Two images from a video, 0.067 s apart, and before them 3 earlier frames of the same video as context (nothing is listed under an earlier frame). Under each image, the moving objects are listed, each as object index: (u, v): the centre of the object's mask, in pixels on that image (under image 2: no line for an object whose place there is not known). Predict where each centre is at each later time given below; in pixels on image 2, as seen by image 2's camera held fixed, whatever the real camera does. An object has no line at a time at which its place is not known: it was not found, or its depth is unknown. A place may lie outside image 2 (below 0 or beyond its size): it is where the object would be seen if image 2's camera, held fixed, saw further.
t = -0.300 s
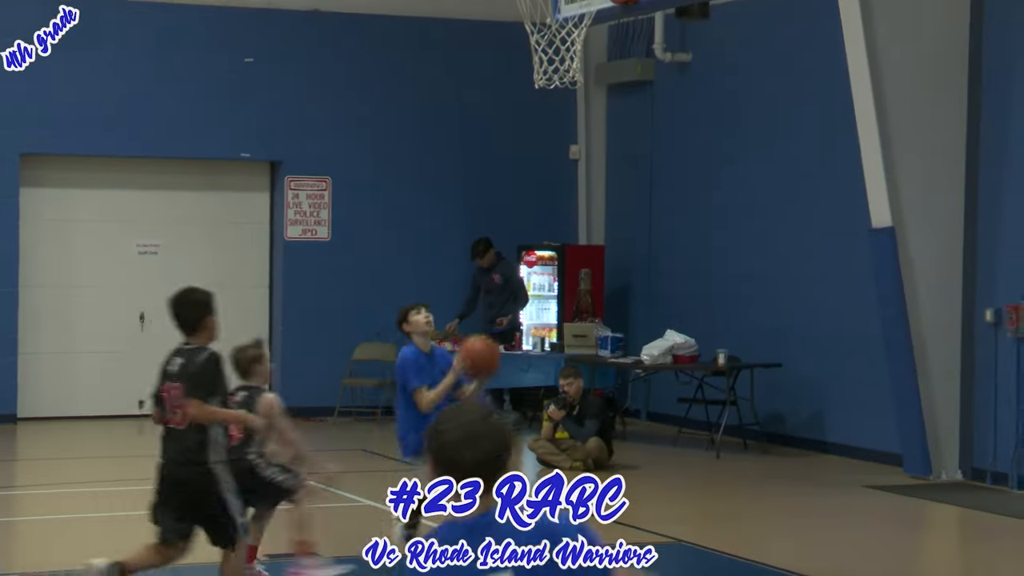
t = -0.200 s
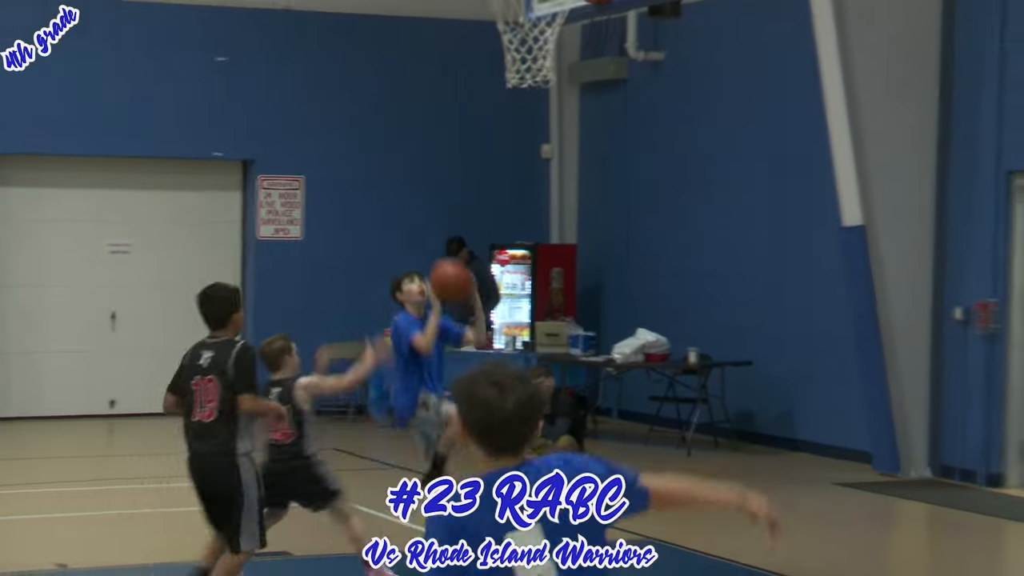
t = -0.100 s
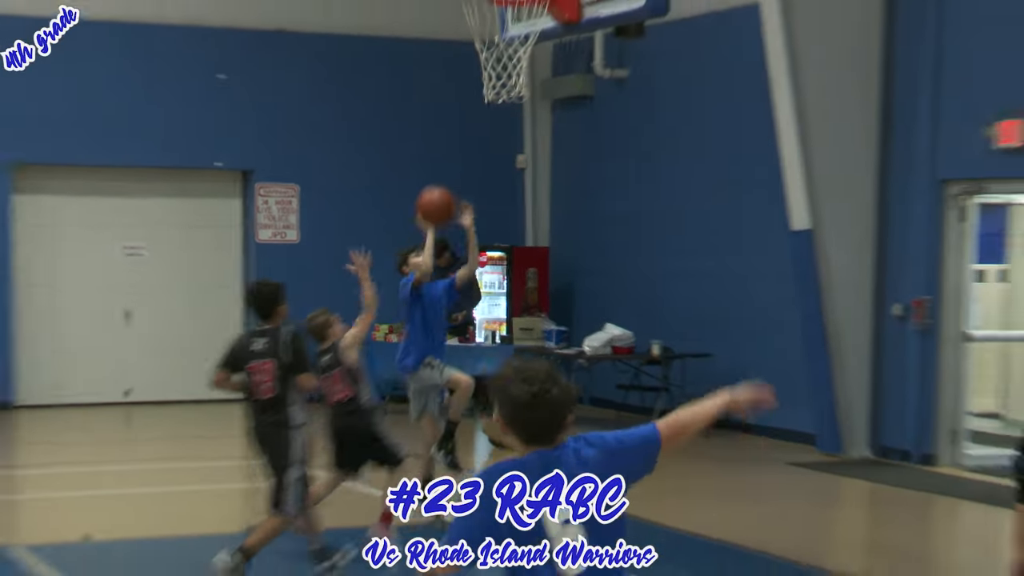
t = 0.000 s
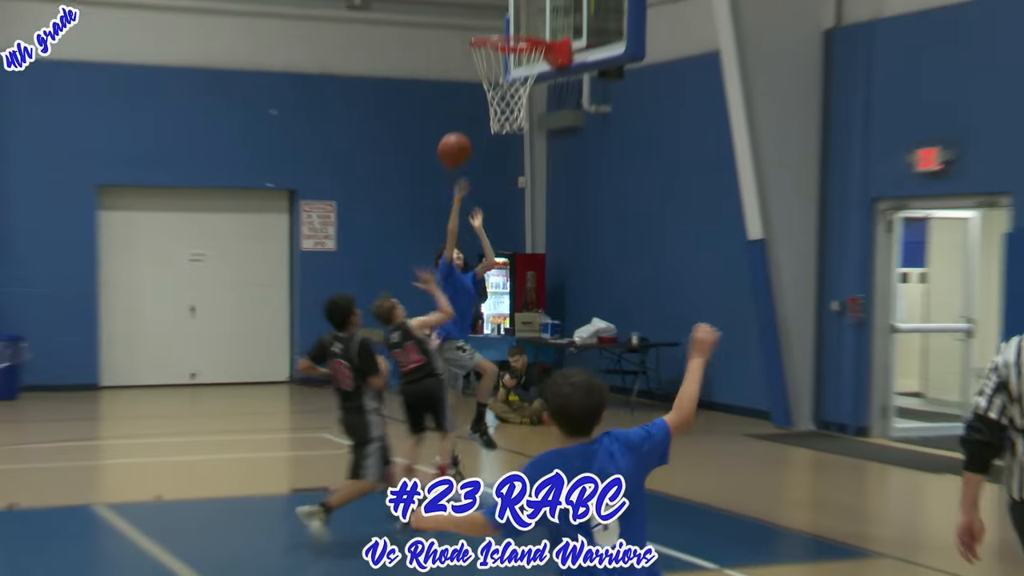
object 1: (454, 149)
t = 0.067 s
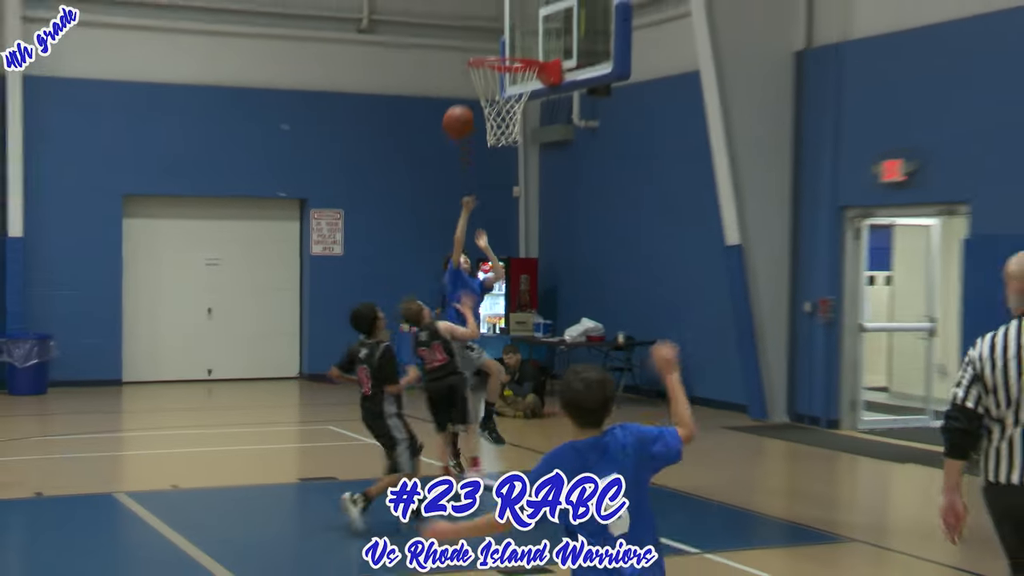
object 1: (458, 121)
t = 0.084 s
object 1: (459, 113)
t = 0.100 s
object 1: (460, 104)
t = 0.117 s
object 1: (461, 96)
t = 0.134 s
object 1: (461, 88)
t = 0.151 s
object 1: (461, 80)
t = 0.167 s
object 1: (461, 73)
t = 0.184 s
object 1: (463, 65)
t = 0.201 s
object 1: (466, 58)
